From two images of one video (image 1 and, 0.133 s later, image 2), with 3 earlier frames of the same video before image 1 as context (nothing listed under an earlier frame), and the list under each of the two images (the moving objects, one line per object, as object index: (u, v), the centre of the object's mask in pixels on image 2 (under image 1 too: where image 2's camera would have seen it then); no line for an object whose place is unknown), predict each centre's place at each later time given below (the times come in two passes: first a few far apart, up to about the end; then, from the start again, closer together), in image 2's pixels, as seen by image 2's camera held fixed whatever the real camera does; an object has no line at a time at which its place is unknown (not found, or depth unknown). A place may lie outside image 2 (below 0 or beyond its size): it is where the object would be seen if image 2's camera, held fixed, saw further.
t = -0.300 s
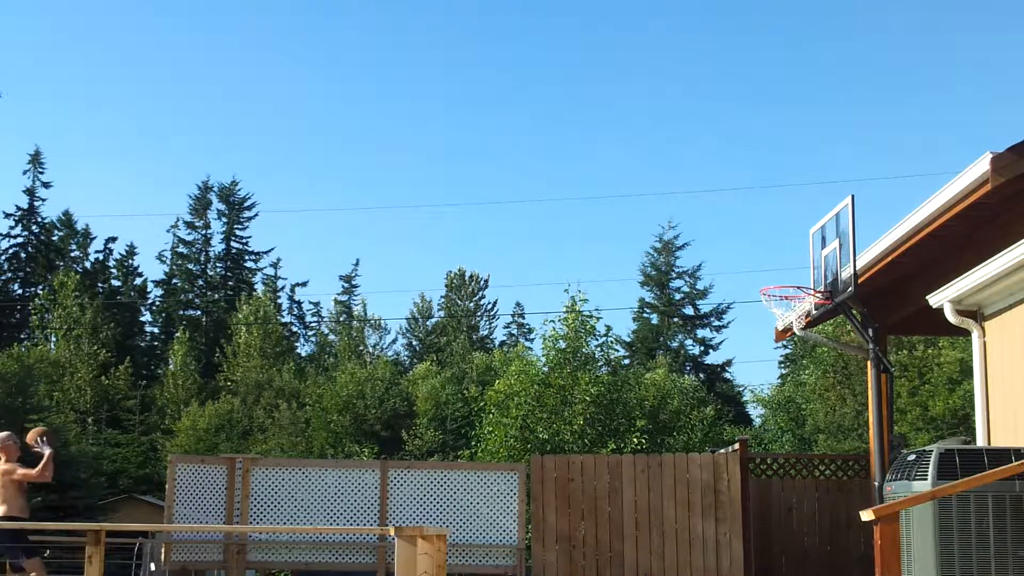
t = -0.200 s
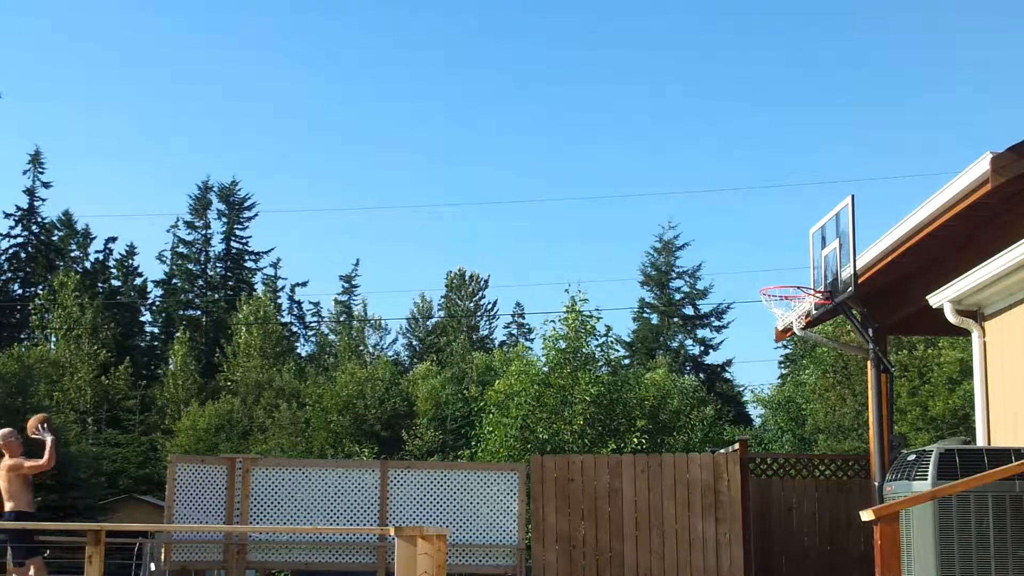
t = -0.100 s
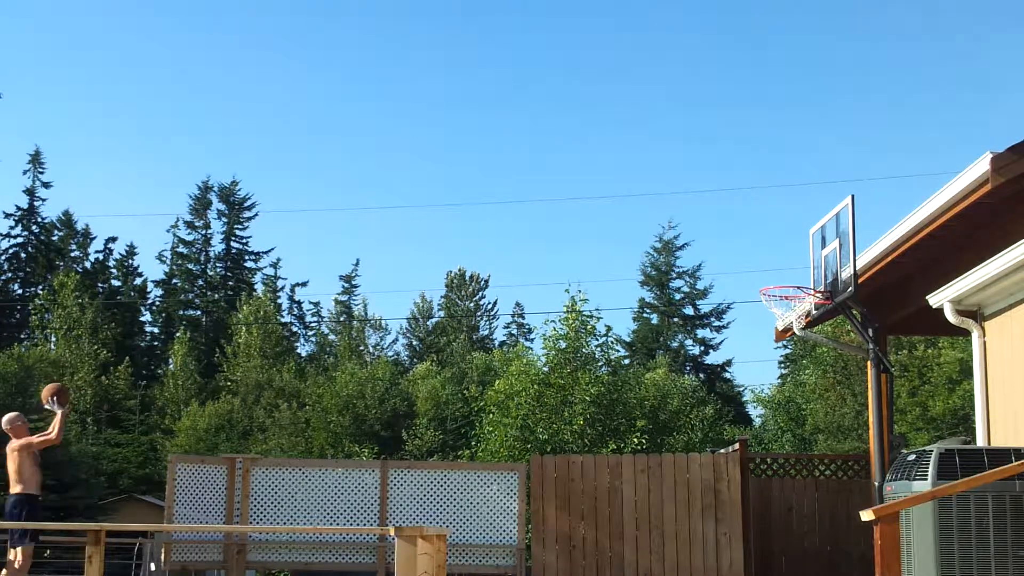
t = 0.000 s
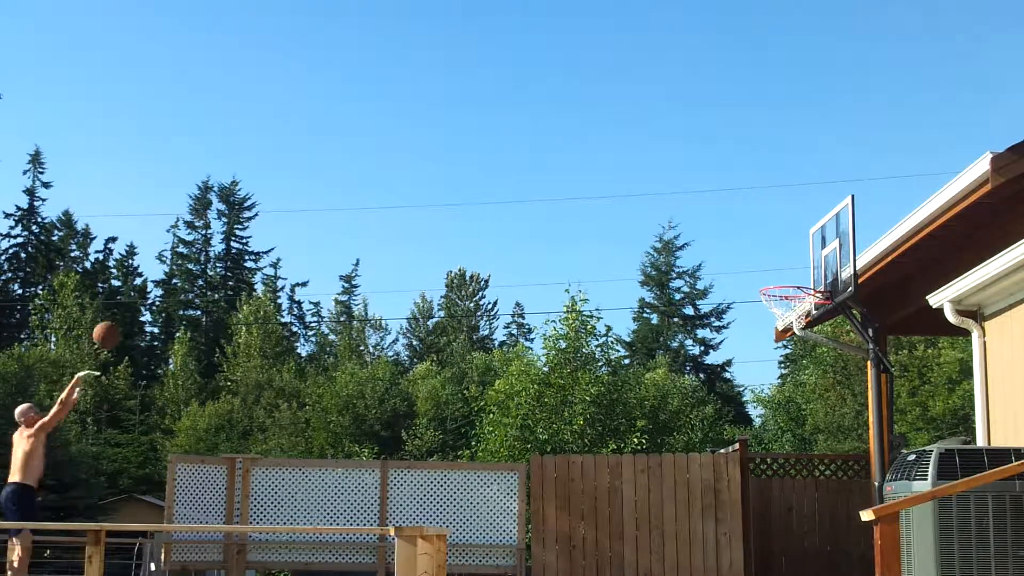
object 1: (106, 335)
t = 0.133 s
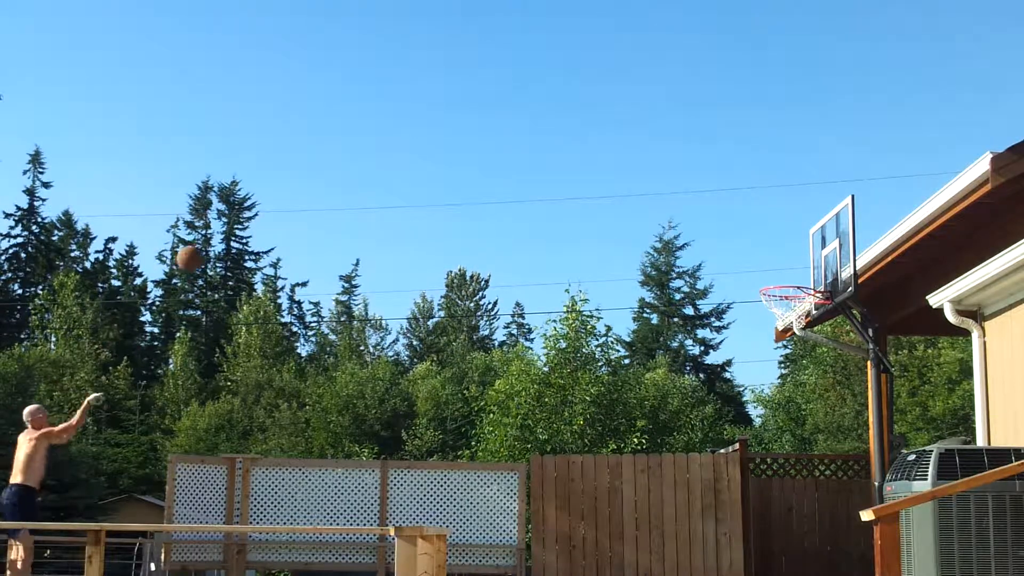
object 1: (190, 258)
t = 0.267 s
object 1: (272, 202)
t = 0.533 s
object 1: (429, 143)
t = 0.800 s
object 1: (585, 158)
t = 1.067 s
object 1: (743, 249)
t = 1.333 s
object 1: (786, 341)
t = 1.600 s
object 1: (748, 454)
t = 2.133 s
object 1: (648, 476)
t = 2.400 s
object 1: (590, 418)
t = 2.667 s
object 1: (531, 443)
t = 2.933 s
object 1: (471, 561)
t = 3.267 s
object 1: (402, 524)
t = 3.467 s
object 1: (363, 494)
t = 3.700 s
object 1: (317, 509)
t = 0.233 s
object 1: (251, 214)
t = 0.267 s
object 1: (272, 202)
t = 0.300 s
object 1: (292, 190)
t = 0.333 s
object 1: (311, 181)
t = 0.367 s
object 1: (332, 171)
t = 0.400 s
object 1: (351, 163)
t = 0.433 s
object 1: (371, 157)
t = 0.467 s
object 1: (390, 151)
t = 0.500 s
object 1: (410, 147)
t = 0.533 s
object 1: (429, 143)
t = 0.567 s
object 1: (449, 141)
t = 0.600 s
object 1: (468, 140)
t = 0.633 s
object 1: (488, 140)
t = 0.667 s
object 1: (507, 141)
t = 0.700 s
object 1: (527, 144)
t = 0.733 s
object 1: (546, 147)
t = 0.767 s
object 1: (566, 152)
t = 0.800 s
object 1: (585, 158)
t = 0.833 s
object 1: (605, 165)
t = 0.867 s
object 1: (625, 173)
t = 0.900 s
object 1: (644, 183)
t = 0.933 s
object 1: (664, 194)
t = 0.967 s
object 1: (684, 206)
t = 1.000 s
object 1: (703, 219)
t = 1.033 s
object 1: (723, 233)
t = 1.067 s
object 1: (743, 249)
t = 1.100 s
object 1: (764, 266)
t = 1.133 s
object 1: (784, 285)
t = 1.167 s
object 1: (797, 300)
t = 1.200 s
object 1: (803, 312)
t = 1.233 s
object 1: (799, 325)
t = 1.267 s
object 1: (797, 326)
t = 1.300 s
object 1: (790, 333)
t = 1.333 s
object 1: (786, 341)
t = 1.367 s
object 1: (781, 349)
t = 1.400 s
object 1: (775, 360)
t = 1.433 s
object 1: (771, 372)
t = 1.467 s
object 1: (767, 385)
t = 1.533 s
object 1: (757, 416)
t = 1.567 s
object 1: (752, 433)
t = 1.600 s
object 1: (748, 454)
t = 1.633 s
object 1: (741, 474)
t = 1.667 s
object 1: (736, 497)
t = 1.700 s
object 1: (732, 522)
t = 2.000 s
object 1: (678, 539)
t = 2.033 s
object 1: (671, 522)
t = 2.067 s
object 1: (662, 505)
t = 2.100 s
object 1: (656, 490)
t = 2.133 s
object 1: (648, 476)
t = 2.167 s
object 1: (641, 464)
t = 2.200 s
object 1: (633, 454)
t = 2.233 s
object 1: (626, 444)
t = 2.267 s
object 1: (618, 437)
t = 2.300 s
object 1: (612, 430)
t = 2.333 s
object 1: (602, 425)
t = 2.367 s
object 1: (597, 421)
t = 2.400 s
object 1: (590, 418)
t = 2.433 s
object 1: (582, 416)
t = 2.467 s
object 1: (578, 416)
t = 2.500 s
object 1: (567, 416)
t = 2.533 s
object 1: (560, 420)
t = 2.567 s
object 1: (553, 424)
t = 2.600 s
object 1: (546, 429)
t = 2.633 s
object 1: (538, 436)
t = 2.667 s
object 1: (531, 443)
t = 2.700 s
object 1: (523, 453)
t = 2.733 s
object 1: (515, 463)
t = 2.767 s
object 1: (510, 476)
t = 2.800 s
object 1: (501, 490)
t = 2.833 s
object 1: (493, 506)
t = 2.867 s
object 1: (487, 522)
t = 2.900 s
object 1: (478, 541)
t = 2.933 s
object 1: (471, 561)
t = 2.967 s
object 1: (461, 572)
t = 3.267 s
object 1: (402, 524)
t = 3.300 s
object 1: (395, 519)
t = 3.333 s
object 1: (389, 514)
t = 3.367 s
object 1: (383, 508)
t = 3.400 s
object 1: (376, 502)
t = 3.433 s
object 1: (370, 498)
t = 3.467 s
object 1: (363, 494)
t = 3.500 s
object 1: (357, 492)
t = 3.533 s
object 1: (350, 492)
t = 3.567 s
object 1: (343, 492)
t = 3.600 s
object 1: (337, 494)
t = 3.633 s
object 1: (330, 498)
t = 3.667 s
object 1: (323, 503)
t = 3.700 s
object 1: (317, 509)
